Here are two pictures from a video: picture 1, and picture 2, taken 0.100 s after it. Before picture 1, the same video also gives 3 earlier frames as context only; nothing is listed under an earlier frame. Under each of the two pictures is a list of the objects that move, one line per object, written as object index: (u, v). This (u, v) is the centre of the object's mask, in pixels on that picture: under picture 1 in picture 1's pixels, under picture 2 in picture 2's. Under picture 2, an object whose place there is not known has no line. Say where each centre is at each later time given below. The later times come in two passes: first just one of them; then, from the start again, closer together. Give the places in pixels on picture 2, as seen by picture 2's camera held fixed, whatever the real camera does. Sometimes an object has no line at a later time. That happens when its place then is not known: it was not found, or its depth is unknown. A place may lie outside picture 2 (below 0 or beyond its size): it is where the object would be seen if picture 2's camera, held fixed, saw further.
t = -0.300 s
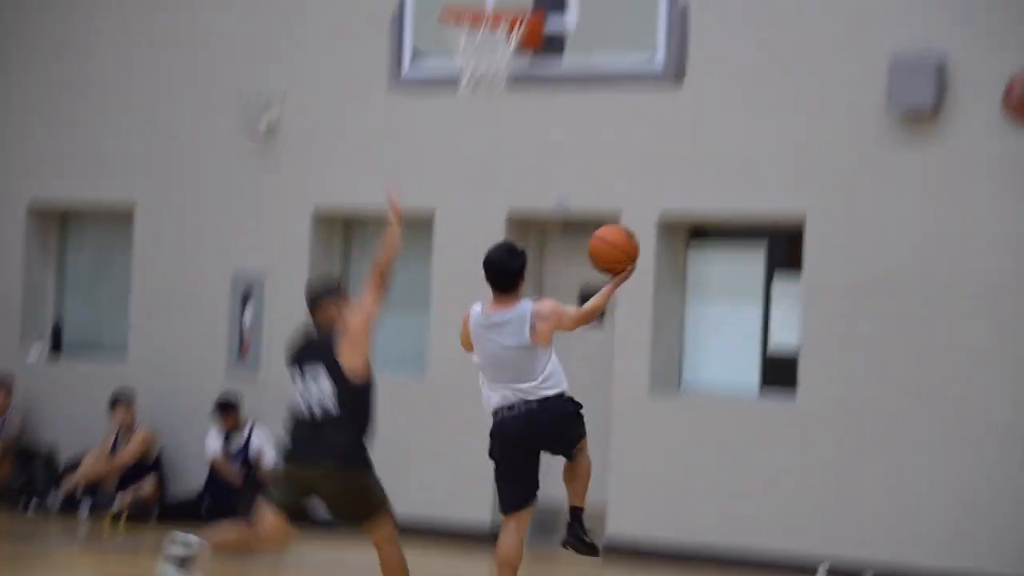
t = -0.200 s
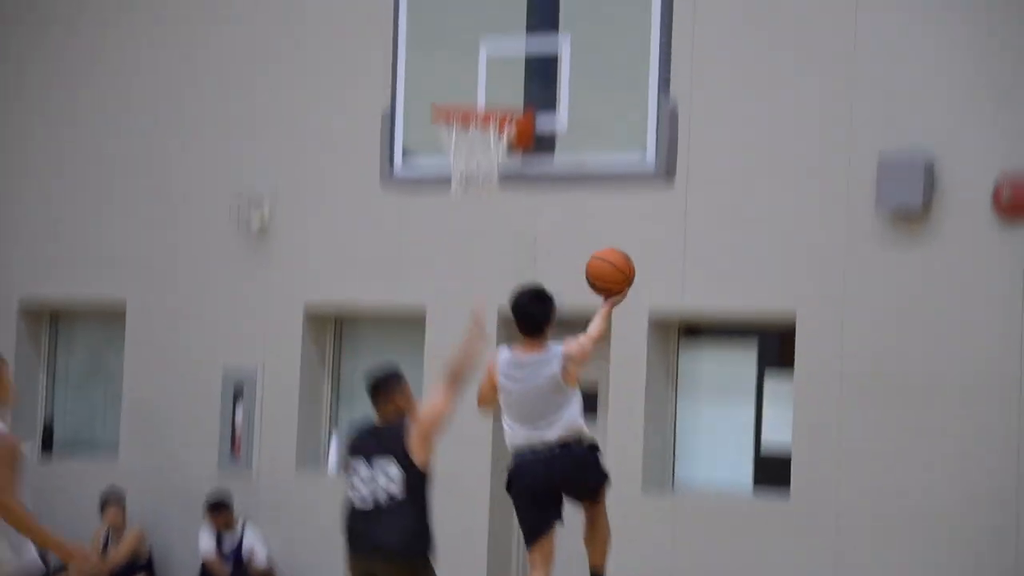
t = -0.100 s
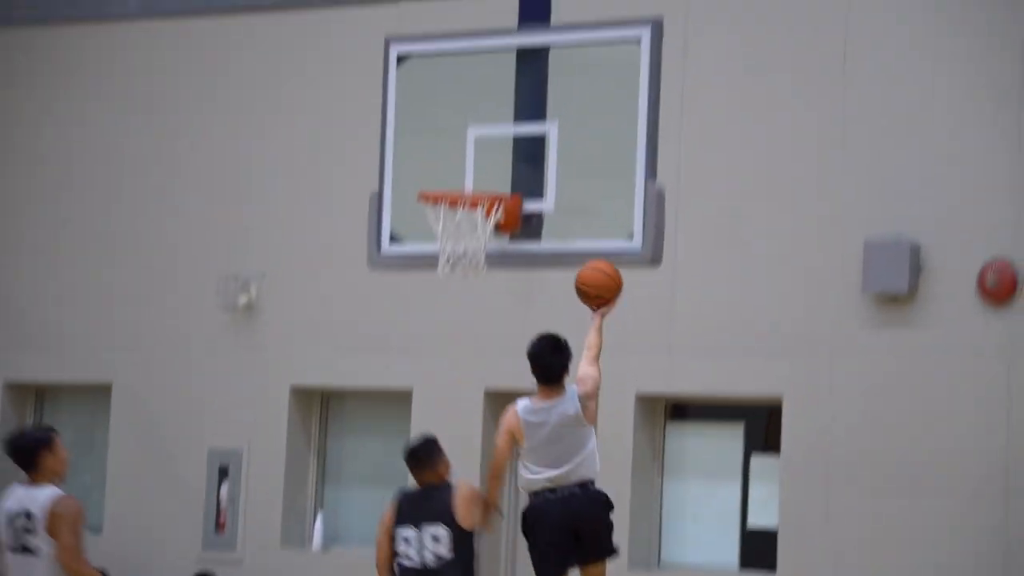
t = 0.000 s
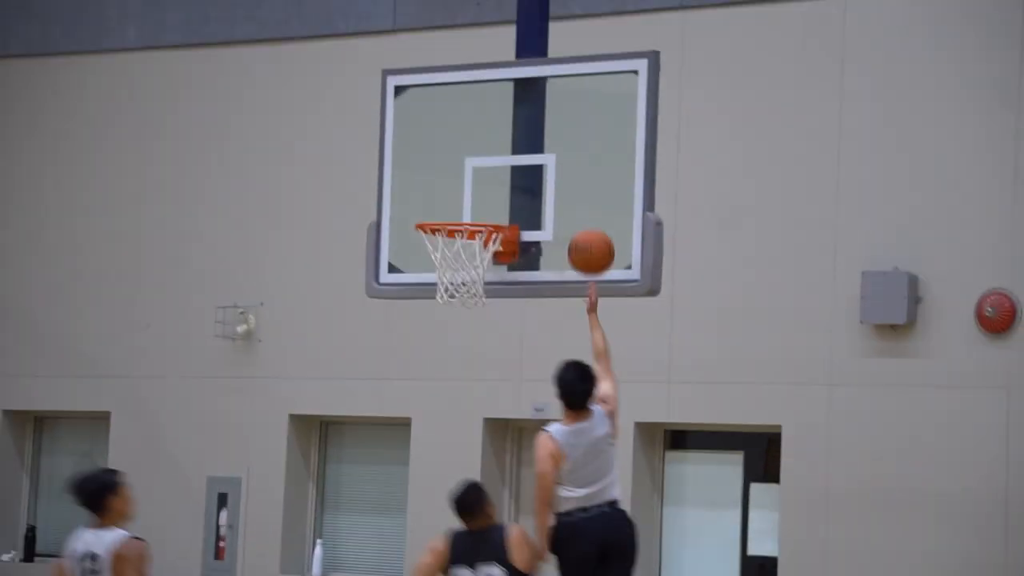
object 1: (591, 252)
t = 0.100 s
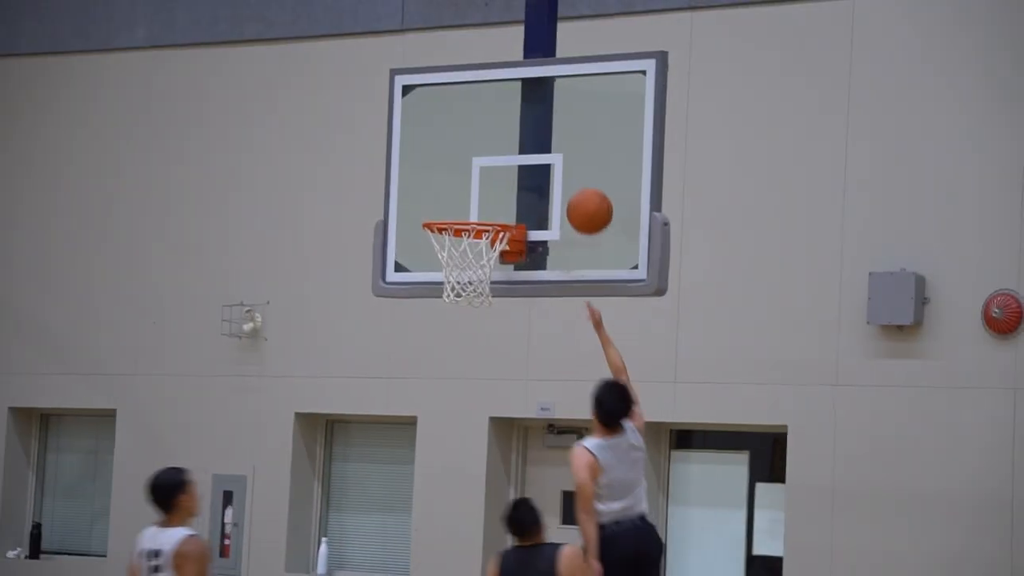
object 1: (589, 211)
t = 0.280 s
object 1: (538, 181)
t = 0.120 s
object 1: (588, 206)
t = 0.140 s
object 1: (587, 201)
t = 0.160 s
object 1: (584, 197)
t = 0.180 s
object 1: (577, 193)
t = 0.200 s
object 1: (569, 189)
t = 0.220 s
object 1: (561, 185)
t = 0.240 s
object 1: (553, 183)
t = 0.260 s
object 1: (546, 181)
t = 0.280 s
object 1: (538, 181)
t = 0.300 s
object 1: (530, 180)
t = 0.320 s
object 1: (522, 180)
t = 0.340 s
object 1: (514, 181)
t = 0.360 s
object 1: (506, 183)
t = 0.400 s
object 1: (489, 189)
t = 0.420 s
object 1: (481, 193)
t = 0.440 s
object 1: (473, 198)
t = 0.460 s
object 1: (467, 201)
